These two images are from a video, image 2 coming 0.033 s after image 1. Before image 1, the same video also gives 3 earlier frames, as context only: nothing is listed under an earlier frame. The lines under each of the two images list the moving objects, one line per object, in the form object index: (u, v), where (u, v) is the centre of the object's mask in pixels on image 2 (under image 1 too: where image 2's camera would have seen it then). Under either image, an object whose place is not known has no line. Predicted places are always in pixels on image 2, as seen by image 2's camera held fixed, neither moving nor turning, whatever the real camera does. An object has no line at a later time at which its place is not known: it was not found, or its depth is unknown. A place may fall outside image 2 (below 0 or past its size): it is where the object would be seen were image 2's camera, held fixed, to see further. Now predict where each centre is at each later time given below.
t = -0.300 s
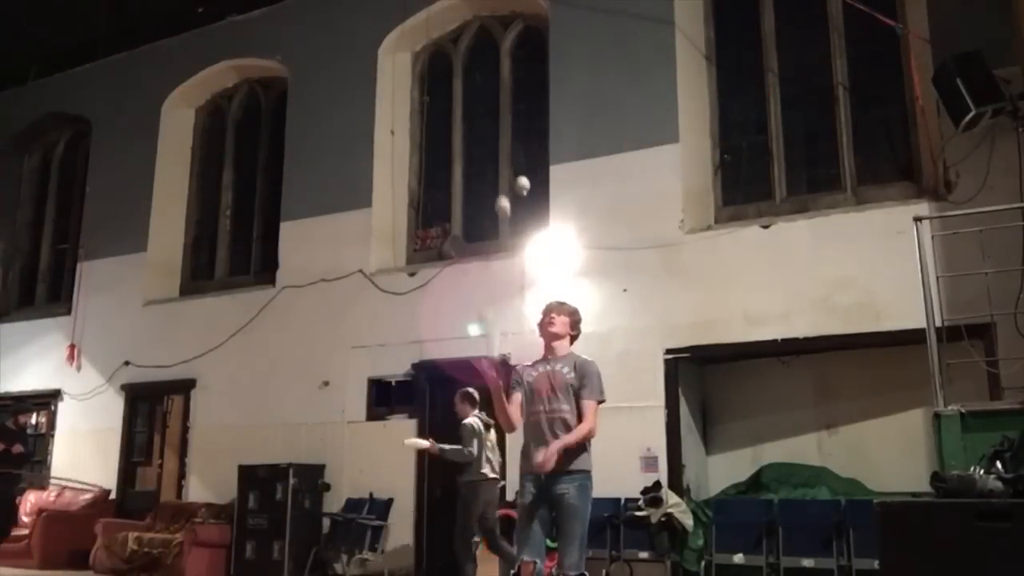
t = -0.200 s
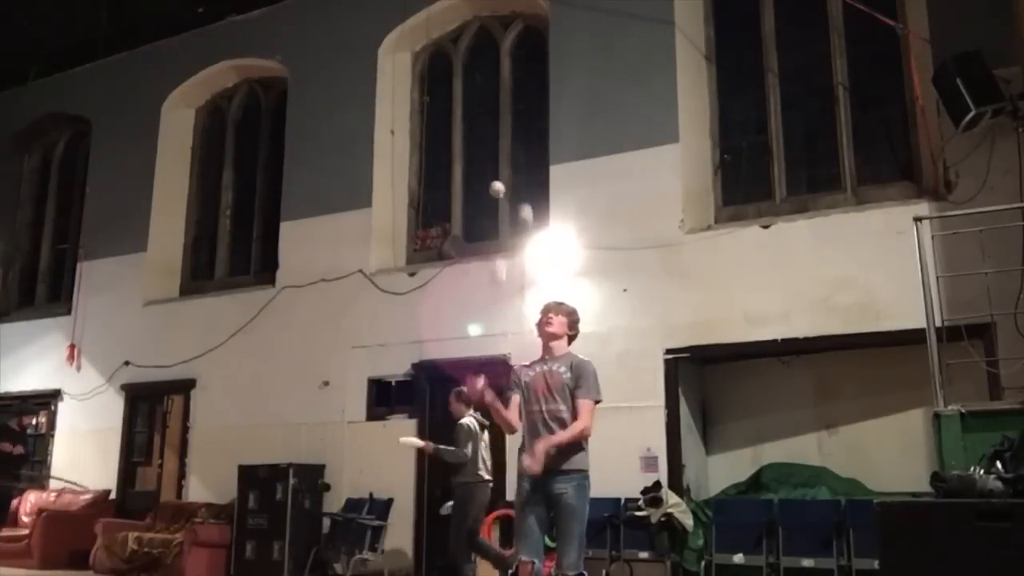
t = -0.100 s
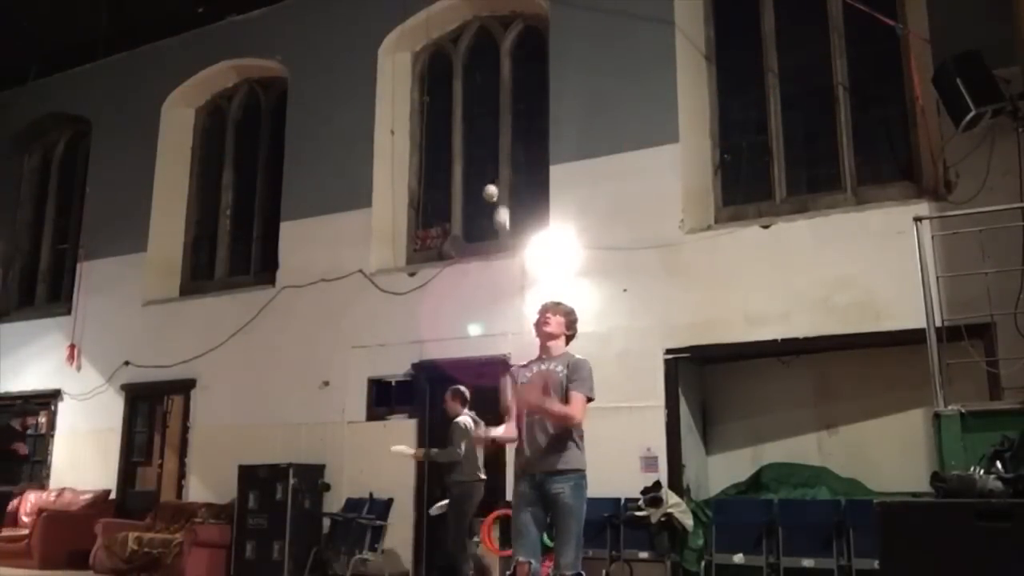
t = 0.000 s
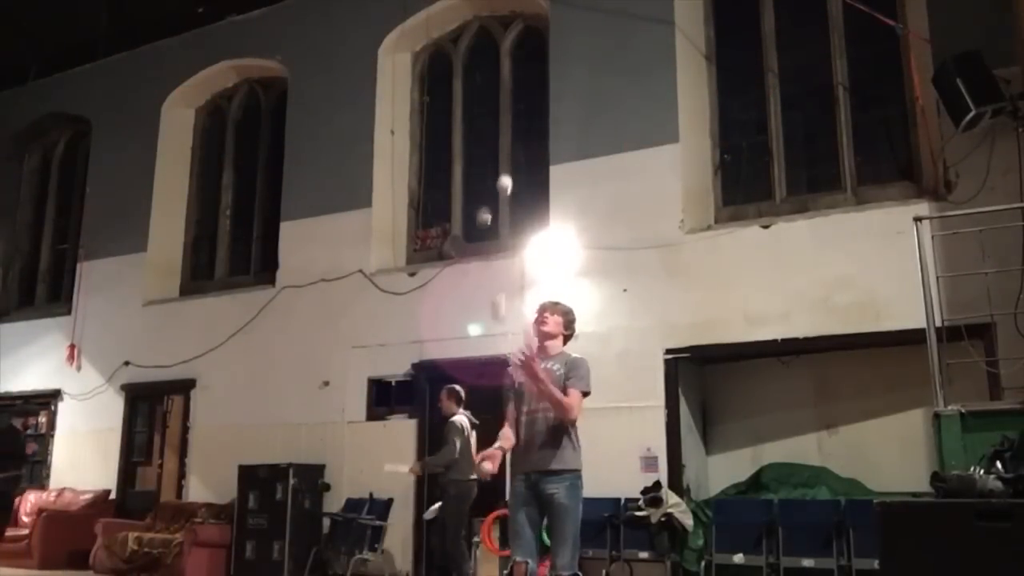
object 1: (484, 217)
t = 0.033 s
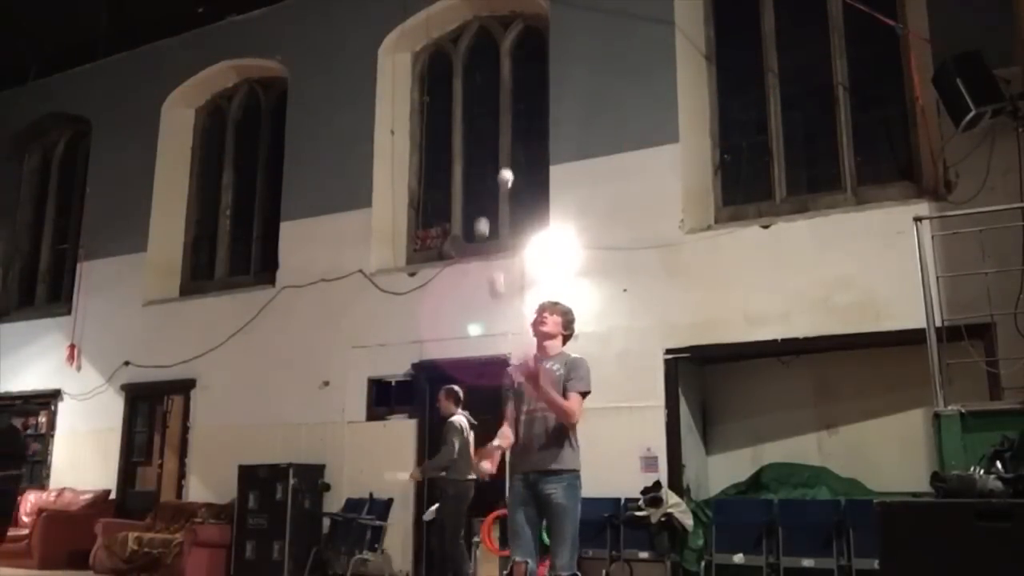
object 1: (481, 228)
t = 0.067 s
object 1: (480, 240)
